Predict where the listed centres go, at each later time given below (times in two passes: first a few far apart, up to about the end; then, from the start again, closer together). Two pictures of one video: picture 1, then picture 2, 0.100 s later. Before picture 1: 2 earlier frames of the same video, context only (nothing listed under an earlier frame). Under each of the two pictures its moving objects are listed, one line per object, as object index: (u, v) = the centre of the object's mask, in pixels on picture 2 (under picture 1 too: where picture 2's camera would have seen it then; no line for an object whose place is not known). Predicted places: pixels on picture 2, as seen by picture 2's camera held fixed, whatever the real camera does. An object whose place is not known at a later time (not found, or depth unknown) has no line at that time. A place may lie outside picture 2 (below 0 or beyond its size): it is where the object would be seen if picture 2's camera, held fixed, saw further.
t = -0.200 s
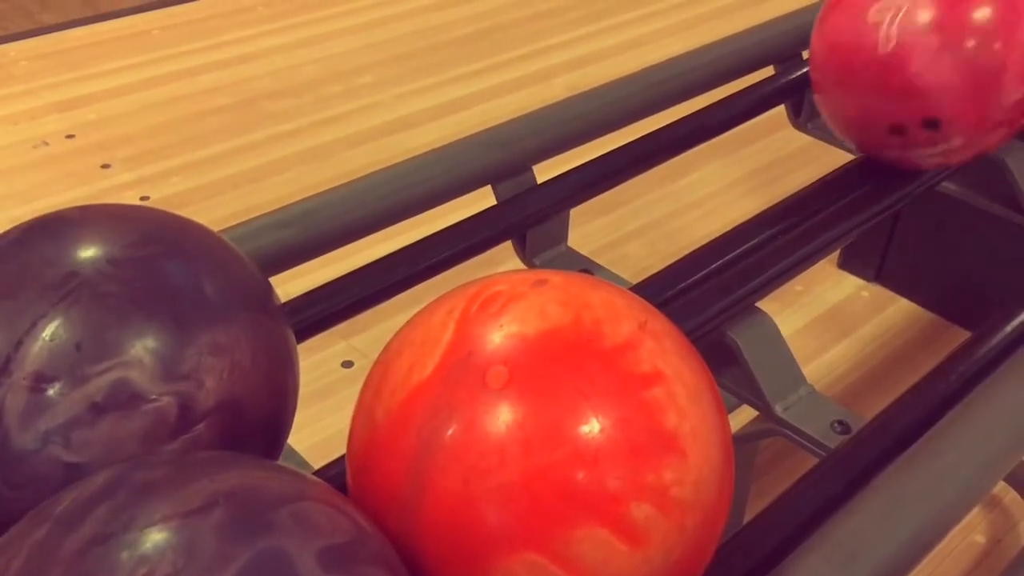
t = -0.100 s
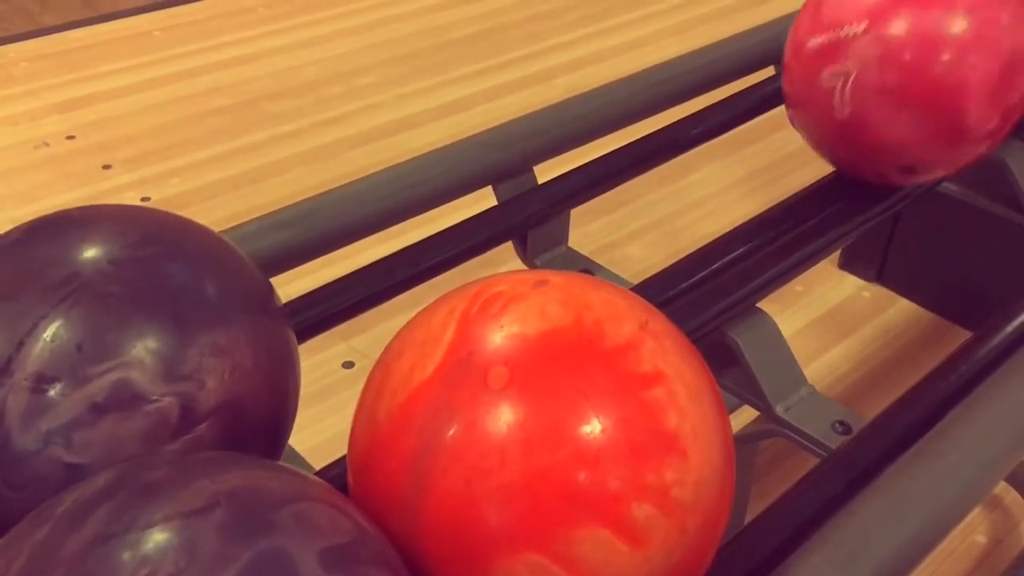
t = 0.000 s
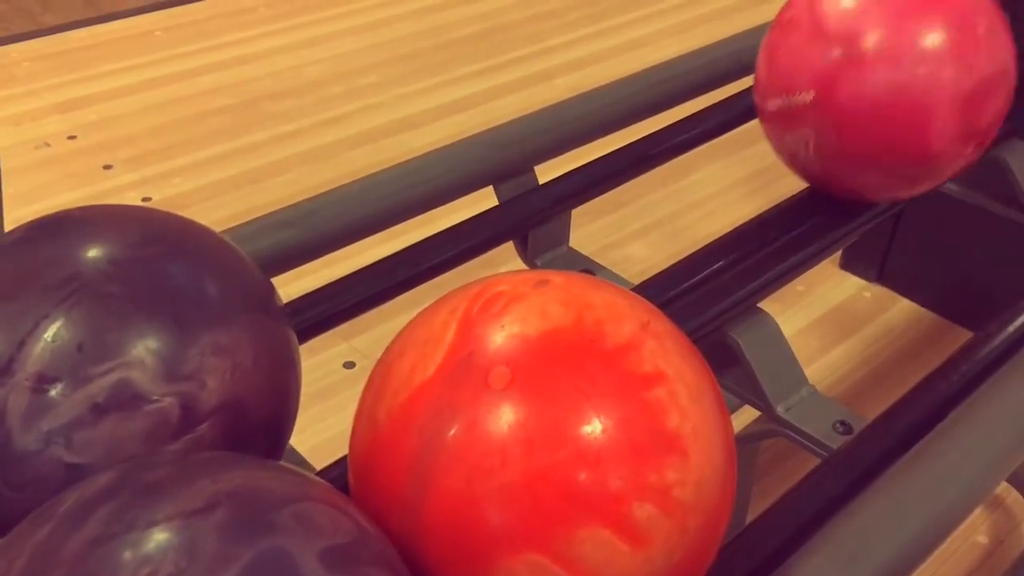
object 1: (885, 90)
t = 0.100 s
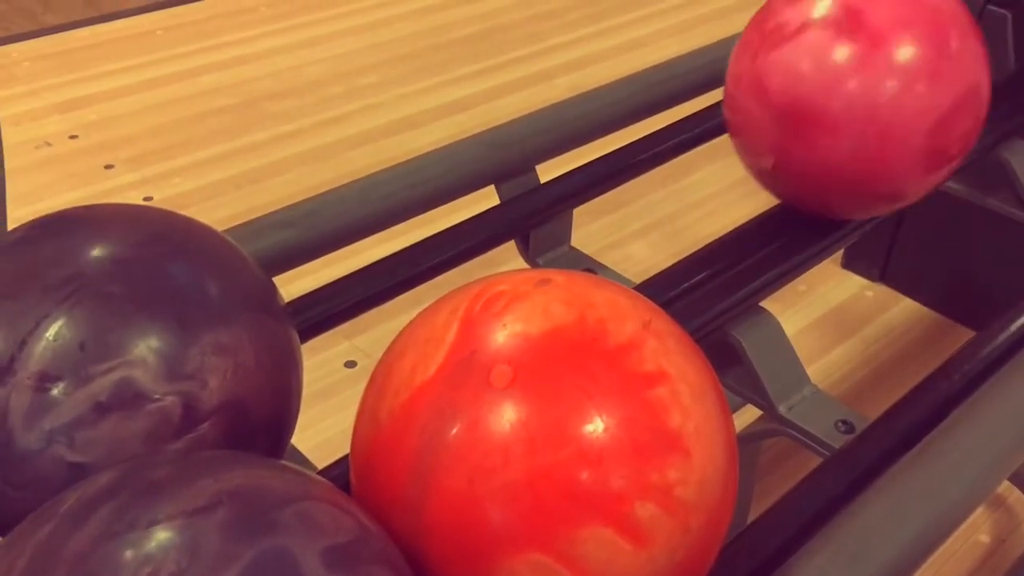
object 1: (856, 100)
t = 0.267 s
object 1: (803, 121)
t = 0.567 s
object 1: (686, 172)
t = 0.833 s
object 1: (578, 177)
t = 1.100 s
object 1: (433, 203)
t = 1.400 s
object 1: (390, 223)
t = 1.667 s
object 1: (390, 223)
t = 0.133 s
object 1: (846, 104)
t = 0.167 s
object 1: (835, 108)
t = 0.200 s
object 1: (825, 112)
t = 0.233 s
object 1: (815, 117)
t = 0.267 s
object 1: (803, 121)
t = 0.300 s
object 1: (791, 126)
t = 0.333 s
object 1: (779, 131)
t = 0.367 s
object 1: (767, 136)
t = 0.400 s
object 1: (754, 142)
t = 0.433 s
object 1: (740, 148)
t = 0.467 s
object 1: (727, 155)
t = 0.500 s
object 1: (714, 162)
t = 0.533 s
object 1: (699, 168)
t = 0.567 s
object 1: (686, 172)
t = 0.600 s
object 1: (672, 177)
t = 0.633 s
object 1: (659, 180)
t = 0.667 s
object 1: (643, 184)
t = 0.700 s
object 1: (628, 186)
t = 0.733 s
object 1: (614, 183)
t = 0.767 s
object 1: (603, 180)
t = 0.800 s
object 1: (591, 178)
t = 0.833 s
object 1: (578, 177)
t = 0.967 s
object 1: (514, 179)
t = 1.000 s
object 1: (494, 182)
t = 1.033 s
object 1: (471, 188)
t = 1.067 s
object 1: (445, 198)
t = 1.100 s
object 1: (433, 203)
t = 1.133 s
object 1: (425, 206)
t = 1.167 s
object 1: (412, 212)
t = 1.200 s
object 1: (404, 216)
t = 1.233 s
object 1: (396, 220)
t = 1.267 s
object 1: (390, 223)
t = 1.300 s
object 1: (391, 223)
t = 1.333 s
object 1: (390, 224)
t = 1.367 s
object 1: (390, 223)
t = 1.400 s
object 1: (390, 223)
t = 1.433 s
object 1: (390, 223)
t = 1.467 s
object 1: (390, 223)
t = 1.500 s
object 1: (390, 223)
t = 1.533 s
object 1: (390, 223)
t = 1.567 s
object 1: (390, 223)
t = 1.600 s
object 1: (390, 223)
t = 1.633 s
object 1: (390, 223)
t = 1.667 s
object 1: (390, 223)
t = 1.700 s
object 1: (390, 223)
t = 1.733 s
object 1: (390, 223)
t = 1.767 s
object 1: (390, 223)
